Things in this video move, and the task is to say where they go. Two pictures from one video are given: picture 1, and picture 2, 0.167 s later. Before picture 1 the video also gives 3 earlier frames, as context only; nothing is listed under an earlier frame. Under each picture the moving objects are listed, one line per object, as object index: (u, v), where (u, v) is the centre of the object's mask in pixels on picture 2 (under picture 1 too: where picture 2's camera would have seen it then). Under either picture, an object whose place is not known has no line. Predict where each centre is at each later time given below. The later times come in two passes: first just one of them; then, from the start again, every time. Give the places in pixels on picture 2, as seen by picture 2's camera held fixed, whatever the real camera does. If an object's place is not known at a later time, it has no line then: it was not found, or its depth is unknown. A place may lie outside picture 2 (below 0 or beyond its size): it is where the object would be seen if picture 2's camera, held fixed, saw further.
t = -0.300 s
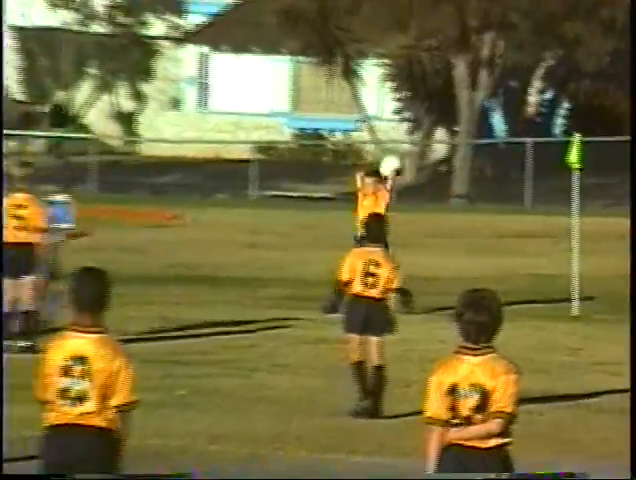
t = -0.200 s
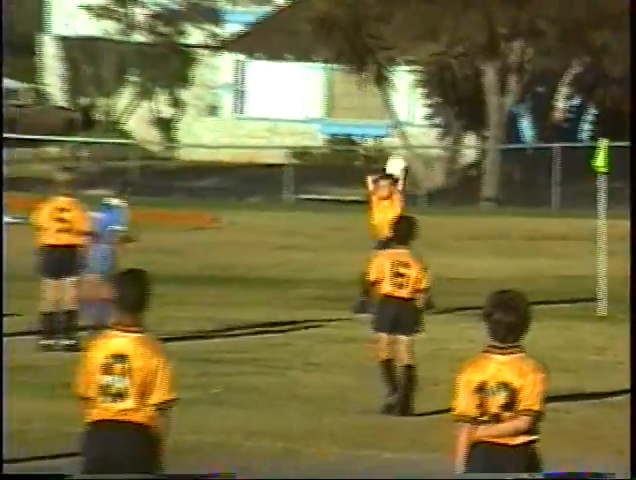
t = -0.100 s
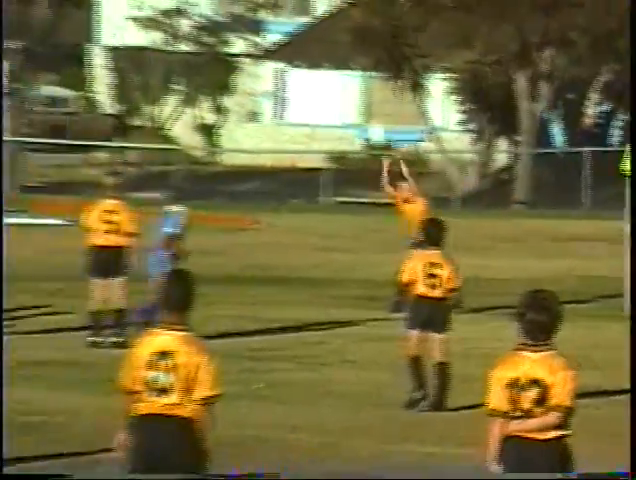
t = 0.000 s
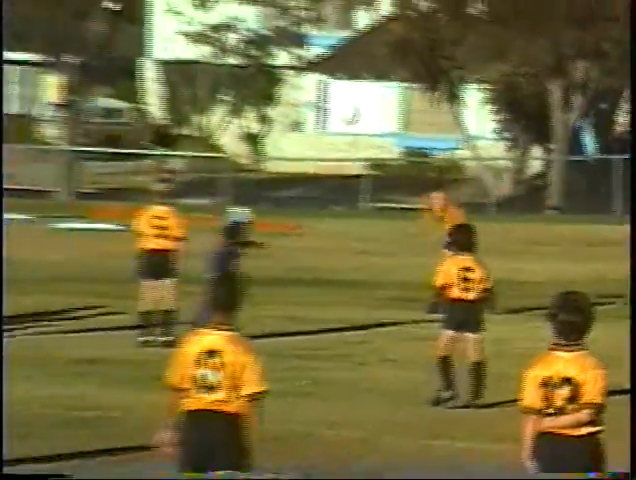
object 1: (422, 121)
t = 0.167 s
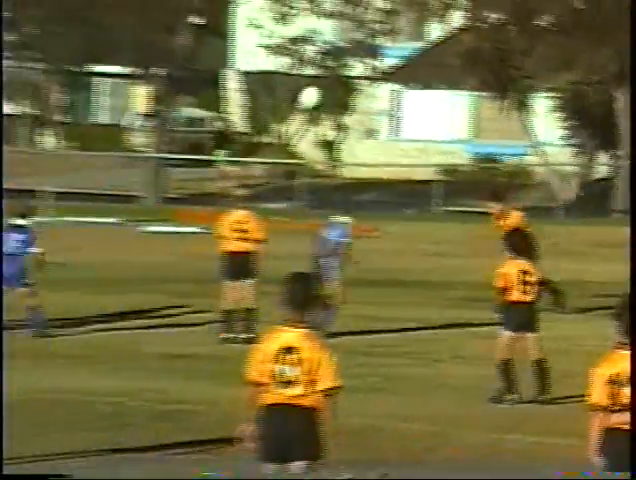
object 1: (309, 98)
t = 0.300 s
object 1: (220, 100)
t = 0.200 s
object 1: (287, 97)
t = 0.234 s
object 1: (265, 96)
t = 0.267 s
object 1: (242, 96)
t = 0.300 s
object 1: (220, 100)
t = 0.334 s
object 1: (197, 102)
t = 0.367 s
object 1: (175, 107)
